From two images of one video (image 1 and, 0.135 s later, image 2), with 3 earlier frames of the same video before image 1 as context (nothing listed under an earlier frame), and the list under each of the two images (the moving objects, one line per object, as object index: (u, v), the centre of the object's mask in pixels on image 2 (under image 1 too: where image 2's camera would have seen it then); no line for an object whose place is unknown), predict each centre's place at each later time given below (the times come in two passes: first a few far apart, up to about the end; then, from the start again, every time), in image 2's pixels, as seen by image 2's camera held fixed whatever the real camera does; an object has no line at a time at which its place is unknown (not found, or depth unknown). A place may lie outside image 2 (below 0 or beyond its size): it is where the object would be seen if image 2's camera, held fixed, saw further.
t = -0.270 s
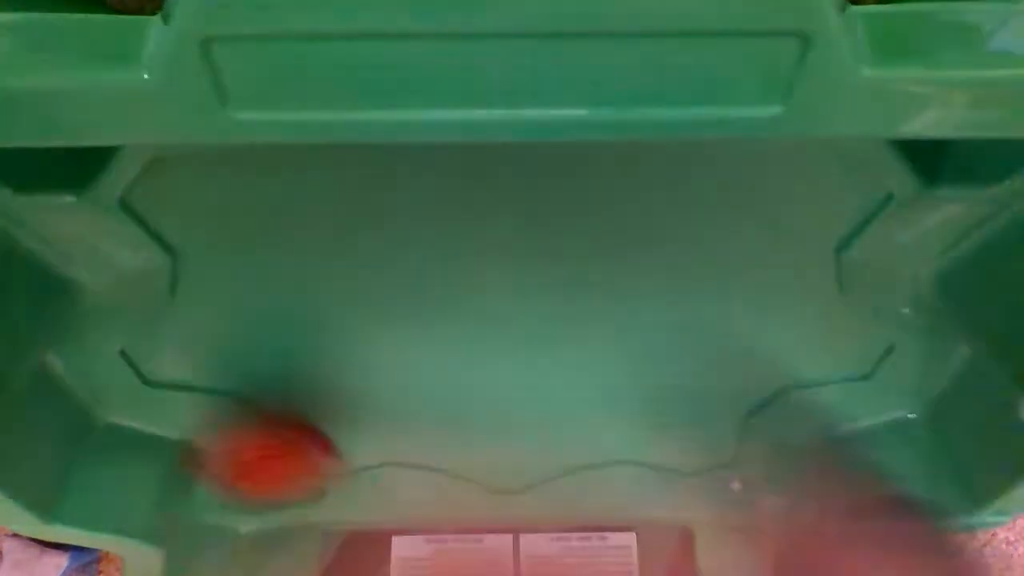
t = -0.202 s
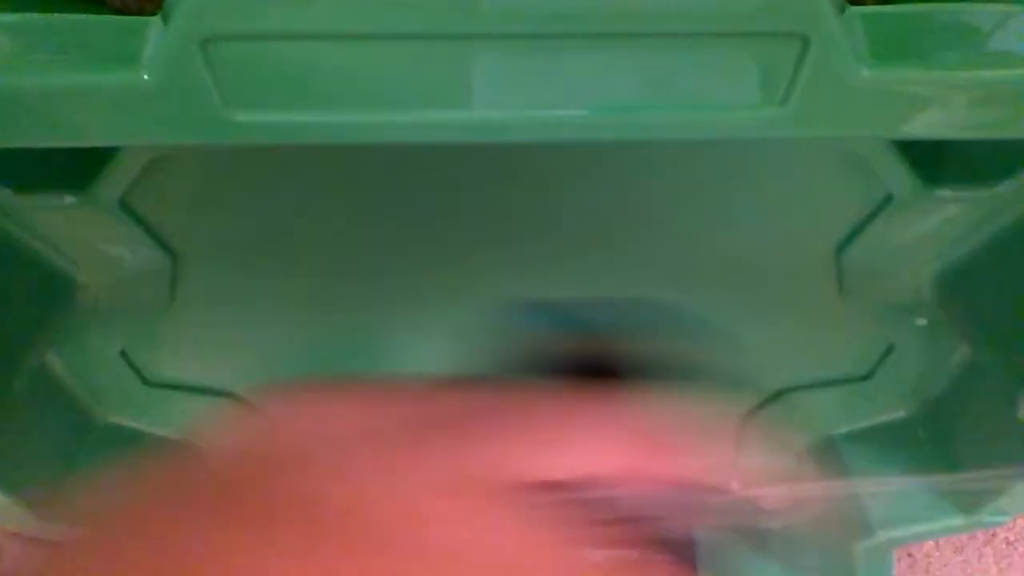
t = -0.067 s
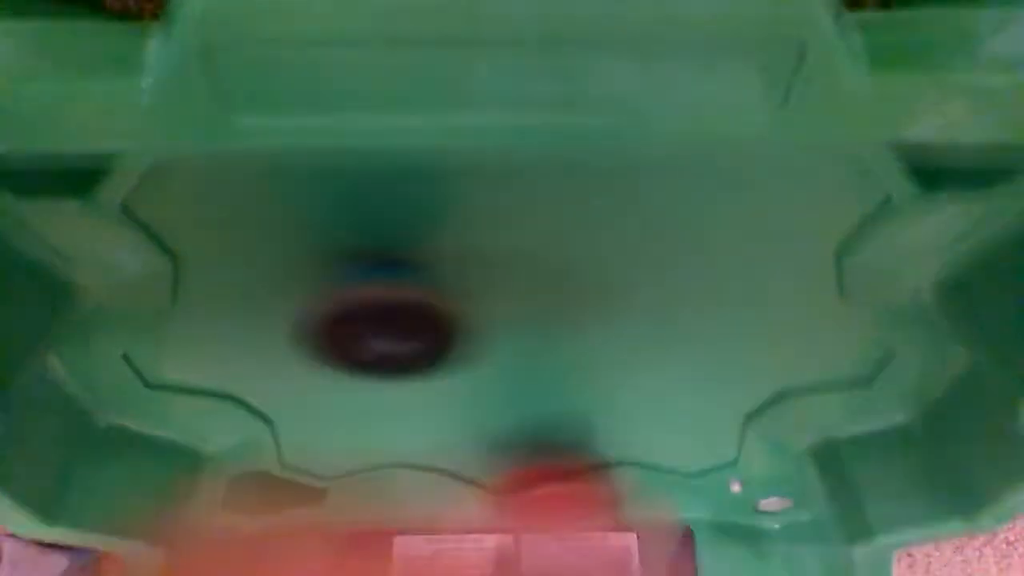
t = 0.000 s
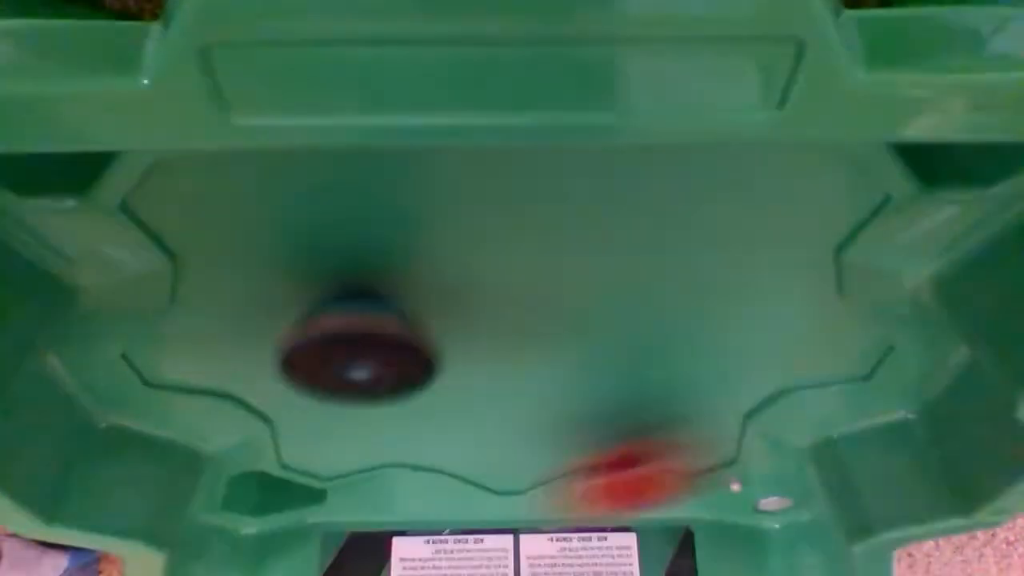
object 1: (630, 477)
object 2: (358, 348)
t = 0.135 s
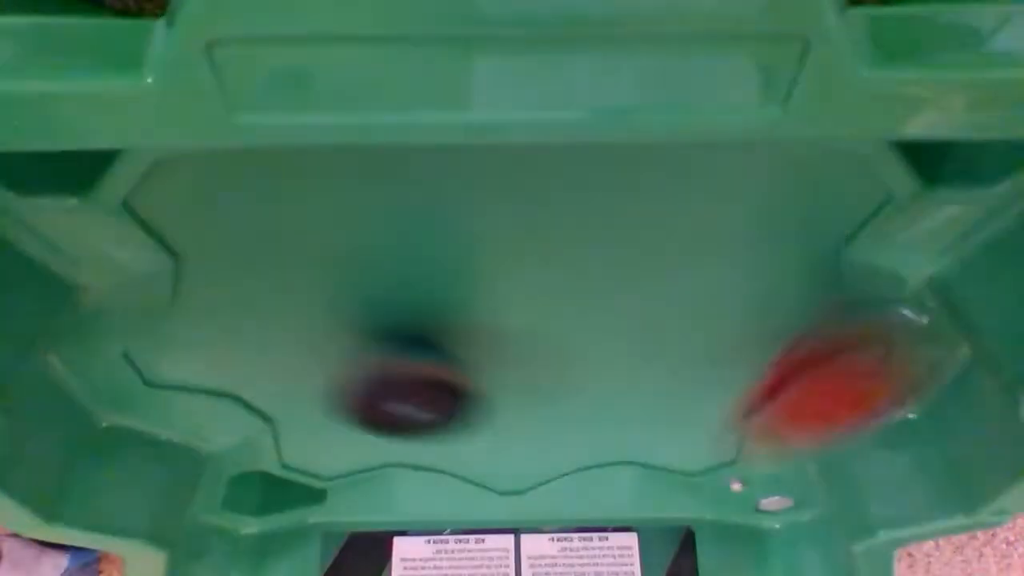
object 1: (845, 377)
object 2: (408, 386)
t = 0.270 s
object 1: (779, 254)
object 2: (522, 401)
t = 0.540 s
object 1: (211, 278)
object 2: (698, 354)
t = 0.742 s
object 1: (337, 451)
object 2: (648, 274)
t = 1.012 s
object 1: (734, 473)
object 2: (426, 321)
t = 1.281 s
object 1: (693, 220)
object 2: (474, 414)
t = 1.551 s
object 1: (267, 336)
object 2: (633, 412)
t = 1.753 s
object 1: (422, 478)
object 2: (619, 331)
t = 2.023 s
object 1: (753, 463)
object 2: (411, 317)
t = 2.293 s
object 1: (557, 239)
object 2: (373, 405)
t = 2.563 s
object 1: (266, 387)
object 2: (553, 402)
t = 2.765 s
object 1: (434, 492)
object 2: (617, 331)
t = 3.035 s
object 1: (731, 410)
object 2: (479, 259)
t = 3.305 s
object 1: (444, 229)
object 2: (378, 349)
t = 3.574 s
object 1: (253, 404)
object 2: (525, 403)
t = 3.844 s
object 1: (555, 463)
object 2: (677, 375)
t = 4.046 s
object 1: (652, 406)
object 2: (771, 225)
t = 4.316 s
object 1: (446, 355)
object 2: (577, 266)
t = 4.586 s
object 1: (416, 445)
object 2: (601, 311)
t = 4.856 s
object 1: (542, 408)
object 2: (685, 373)
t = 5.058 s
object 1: (490, 374)
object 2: (726, 388)
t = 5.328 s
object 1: (421, 354)
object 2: (596, 380)
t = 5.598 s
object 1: (420, 336)
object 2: (507, 432)
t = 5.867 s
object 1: (449, 354)
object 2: (424, 446)
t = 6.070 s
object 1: (491, 337)
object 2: (371, 434)
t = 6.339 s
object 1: (540, 325)
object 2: (383, 377)
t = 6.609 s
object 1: (601, 337)
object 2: (407, 313)
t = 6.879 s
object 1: (586, 360)
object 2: (488, 280)
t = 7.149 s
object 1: (579, 383)
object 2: (551, 284)
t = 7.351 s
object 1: (554, 405)
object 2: (591, 295)
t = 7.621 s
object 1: (505, 411)
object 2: (592, 336)
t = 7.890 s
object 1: (447, 408)
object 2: (633, 357)
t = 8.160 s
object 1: (410, 376)
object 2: (620, 379)
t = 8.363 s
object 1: (396, 347)
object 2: (648, 384)
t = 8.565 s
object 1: (437, 335)
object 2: (591, 377)
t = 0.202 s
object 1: (846, 325)
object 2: (464, 397)
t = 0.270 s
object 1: (779, 254)
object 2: (522, 401)
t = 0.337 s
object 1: (656, 210)
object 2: (575, 400)
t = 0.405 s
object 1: (481, 201)
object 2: (624, 393)
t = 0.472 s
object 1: (323, 221)
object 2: (669, 375)
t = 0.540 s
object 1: (211, 278)
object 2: (698, 354)
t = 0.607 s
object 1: (193, 347)
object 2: (709, 326)
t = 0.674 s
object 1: (258, 408)
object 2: (689, 297)
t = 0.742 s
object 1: (337, 451)
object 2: (648, 274)
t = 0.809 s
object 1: (430, 479)
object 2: (584, 264)
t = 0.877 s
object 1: (536, 495)
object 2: (515, 270)
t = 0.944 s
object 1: (634, 493)
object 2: (460, 293)
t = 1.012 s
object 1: (734, 473)
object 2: (426, 321)
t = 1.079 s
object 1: (770, 427)
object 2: (415, 351)
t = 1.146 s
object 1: (797, 353)
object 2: (423, 376)
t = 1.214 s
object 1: (779, 280)
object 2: (443, 397)
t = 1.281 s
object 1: (693, 220)
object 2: (474, 414)
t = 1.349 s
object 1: (532, 204)
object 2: (513, 426)
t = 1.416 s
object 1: (386, 221)
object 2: (555, 430)
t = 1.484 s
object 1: (298, 271)
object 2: (596, 426)
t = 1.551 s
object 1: (267, 336)
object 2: (633, 412)
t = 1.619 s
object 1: (291, 395)
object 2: (651, 387)
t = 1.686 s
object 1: (346, 443)
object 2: (645, 357)
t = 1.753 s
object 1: (422, 478)
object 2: (619, 331)
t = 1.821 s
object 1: (510, 501)
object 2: (572, 311)
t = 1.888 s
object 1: (601, 502)
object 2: (518, 302)
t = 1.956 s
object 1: (699, 494)
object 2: (460, 305)
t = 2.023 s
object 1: (753, 463)
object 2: (411, 317)
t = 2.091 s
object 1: (762, 397)
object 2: (378, 336)
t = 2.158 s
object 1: (747, 330)
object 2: (357, 360)
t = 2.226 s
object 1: (678, 272)
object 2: (354, 383)
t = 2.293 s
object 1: (557, 239)
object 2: (373, 405)
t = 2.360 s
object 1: (418, 247)
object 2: (411, 420)
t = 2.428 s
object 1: (318, 283)
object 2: (461, 421)
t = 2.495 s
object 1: (265, 335)
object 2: (509, 415)
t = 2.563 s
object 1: (266, 387)
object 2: (553, 402)
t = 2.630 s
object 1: (302, 435)
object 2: (589, 383)
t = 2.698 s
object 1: (360, 470)
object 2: (611, 357)
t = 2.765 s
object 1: (434, 492)
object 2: (617, 331)
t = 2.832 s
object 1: (517, 496)
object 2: (604, 303)
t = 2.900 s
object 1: (602, 485)
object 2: (578, 280)
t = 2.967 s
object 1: (679, 454)
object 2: (533, 262)
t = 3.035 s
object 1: (731, 410)
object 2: (479, 259)
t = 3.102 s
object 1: (747, 347)
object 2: (423, 269)
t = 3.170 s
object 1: (698, 285)
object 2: (387, 291)
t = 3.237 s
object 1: (582, 240)
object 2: (371, 318)
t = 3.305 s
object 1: (444, 229)
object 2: (378, 349)
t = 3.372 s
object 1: (312, 257)
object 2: (406, 370)
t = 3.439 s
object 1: (237, 305)
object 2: (439, 385)
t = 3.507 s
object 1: (221, 356)
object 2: (480, 397)
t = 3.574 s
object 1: (253, 404)
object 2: (525, 403)
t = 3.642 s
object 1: (304, 442)
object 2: (570, 404)
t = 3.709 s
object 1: (382, 464)
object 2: (610, 400)
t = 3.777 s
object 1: (467, 472)
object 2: (648, 392)
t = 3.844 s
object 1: (555, 463)
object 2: (677, 375)
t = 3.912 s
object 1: (632, 441)
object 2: (690, 360)
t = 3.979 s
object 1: (657, 426)
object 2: (736, 292)
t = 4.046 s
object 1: (652, 406)
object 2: (771, 225)
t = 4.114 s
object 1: (619, 377)
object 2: (728, 215)
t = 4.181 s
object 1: (569, 353)
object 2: (641, 240)
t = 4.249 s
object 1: (514, 346)
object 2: (589, 256)
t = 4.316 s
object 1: (446, 355)
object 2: (577, 266)
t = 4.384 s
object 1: (402, 376)
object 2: (572, 275)
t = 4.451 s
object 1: (381, 404)
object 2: (572, 287)
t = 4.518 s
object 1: (387, 428)
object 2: (581, 298)
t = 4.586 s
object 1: (416, 445)
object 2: (601, 311)
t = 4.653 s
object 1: (459, 447)
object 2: (625, 325)
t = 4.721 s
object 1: (495, 439)
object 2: (648, 342)
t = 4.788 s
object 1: (525, 424)
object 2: (667, 358)
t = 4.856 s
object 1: (542, 408)
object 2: (685, 373)
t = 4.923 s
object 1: (539, 395)
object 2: (708, 382)
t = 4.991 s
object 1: (522, 384)
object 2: (726, 388)
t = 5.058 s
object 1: (490, 374)
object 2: (726, 388)
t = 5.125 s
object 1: (453, 365)
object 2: (707, 384)
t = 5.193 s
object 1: (426, 359)
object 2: (672, 381)
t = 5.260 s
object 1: (418, 356)
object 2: (634, 383)
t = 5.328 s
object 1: (421, 354)
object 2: (596, 380)
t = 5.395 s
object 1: (424, 350)
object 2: (568, 397)
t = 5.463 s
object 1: (414, 338)
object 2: (554, 413)
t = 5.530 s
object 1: (414, 334)
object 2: (531, 424)
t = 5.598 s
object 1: (420, 336)
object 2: (507, 432)
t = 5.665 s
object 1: (429, 341)
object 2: (484, 444)
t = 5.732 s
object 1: (436, 347)
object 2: (463, 449)
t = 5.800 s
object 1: (444, 351)
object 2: (443, 449)
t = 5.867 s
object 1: (449, 354)
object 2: (424, 446)
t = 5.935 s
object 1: (457, 354)
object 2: (406, 441)
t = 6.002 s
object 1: (474, 345)
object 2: (384, 434)
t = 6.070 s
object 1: (491, 337)
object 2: (371, 434)
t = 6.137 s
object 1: (506, 330)
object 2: (364, 427)
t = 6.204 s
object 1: (519, 326)
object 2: (365, 413)
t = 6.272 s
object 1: (530, 325)
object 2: (372, 393)
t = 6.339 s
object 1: (540, 325)
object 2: (383, 377)
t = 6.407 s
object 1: (551, 326)
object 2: (396, 356)
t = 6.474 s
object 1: (577, 328)
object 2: (395, 342)
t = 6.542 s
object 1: (594, 332)
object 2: (398, 329)
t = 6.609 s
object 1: (601, 337)
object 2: (407, 313)
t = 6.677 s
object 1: (602, 343)
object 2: (421, 299)
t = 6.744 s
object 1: (598, 347)
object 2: (439, 290)
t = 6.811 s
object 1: (591, 354)
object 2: (461, 282)
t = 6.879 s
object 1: (586, 360)
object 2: (488, 280)
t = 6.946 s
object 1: (581, 367)
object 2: (506, 274)
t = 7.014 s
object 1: (579, 374)
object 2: (521, 273)
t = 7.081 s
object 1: (578, 379)
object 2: (536, 277)
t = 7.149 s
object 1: (579, 383)
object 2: (551, 284)
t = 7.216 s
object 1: (576, 391)
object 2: (567, 292)
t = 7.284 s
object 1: (566, 399)
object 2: (581, 293)
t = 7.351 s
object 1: (554, 405)
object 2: (591, 295)
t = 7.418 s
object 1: (542, 410)
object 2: (596, 301)
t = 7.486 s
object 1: (530, 411)
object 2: (596, 310)
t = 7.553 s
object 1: (518, 411)
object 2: (594, 323)
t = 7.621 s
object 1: (505, 411)
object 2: (592, 336)
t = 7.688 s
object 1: (485, 413)
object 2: (609, 345)
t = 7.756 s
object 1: (467, 414)
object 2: (625, 349)
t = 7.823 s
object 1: (454, 413)
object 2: (632, 353)
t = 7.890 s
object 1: (447, 408)
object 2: (633, 357)
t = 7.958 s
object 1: (443, 401)
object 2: (626, 361)
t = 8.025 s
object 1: (443, 394)
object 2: (610, 366)
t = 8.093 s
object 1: (440, 386)
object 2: (596, 372)
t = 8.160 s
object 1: (410, 376)
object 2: (620, 379)
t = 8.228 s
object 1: (395, 365)
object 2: (641, 384)
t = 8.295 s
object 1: (391, 356)
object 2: (648, 386)
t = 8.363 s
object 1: (396, 347)
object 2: (648, 384)
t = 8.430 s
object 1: (408, 341)
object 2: (641, 382)
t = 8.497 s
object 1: (422, 338)
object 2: (618, 378)
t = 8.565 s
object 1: (437, 335)
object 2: (591, 377)
